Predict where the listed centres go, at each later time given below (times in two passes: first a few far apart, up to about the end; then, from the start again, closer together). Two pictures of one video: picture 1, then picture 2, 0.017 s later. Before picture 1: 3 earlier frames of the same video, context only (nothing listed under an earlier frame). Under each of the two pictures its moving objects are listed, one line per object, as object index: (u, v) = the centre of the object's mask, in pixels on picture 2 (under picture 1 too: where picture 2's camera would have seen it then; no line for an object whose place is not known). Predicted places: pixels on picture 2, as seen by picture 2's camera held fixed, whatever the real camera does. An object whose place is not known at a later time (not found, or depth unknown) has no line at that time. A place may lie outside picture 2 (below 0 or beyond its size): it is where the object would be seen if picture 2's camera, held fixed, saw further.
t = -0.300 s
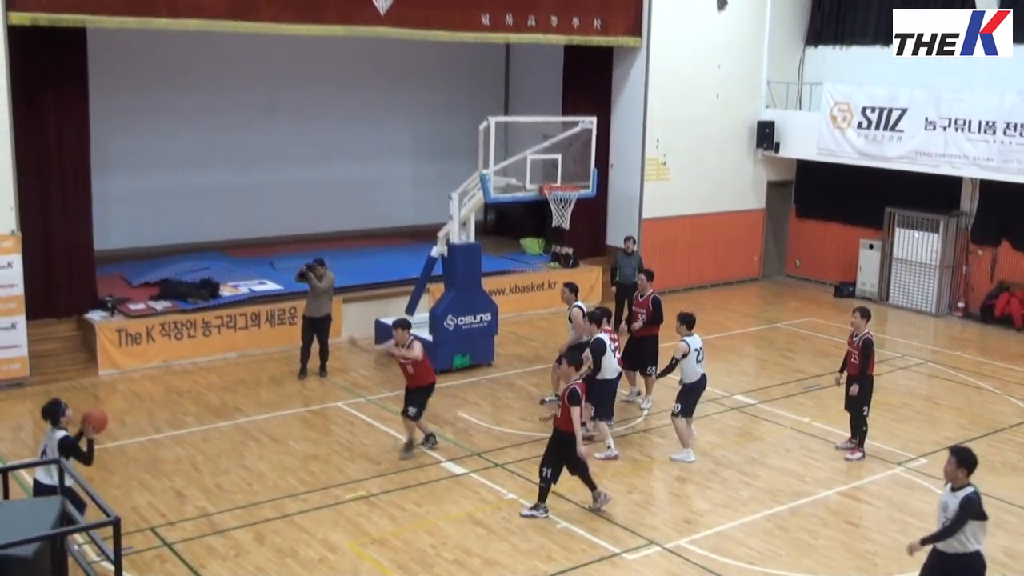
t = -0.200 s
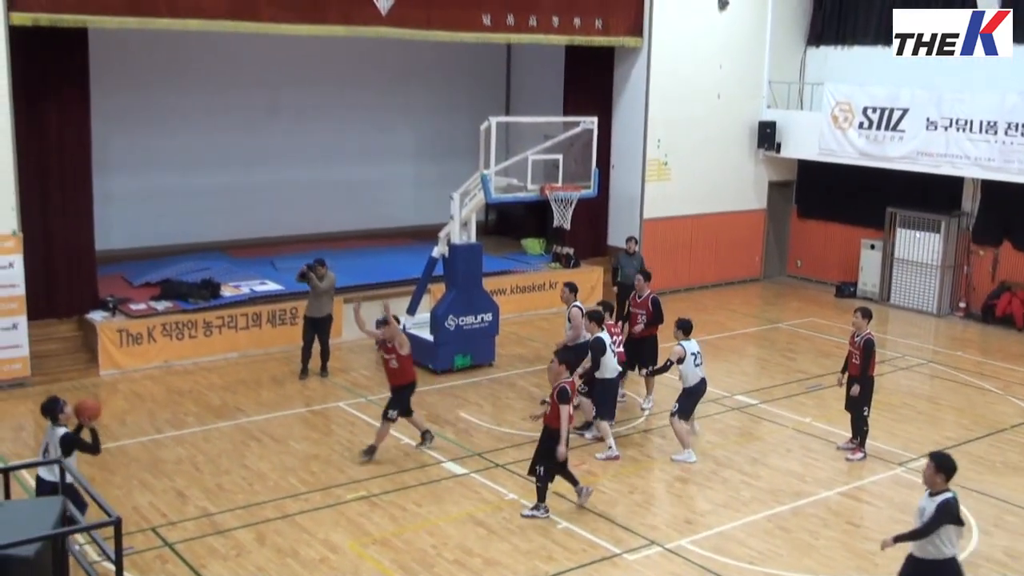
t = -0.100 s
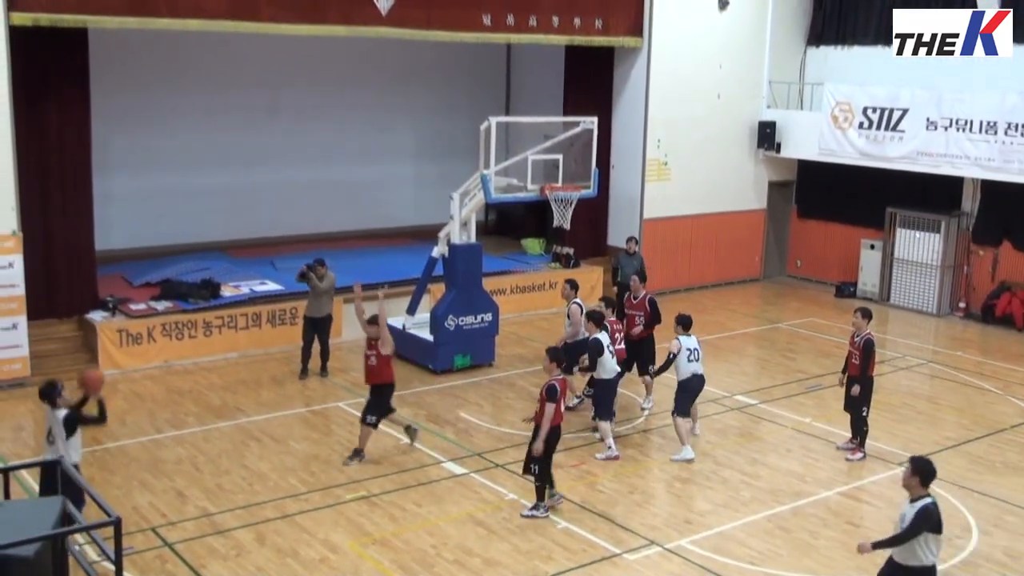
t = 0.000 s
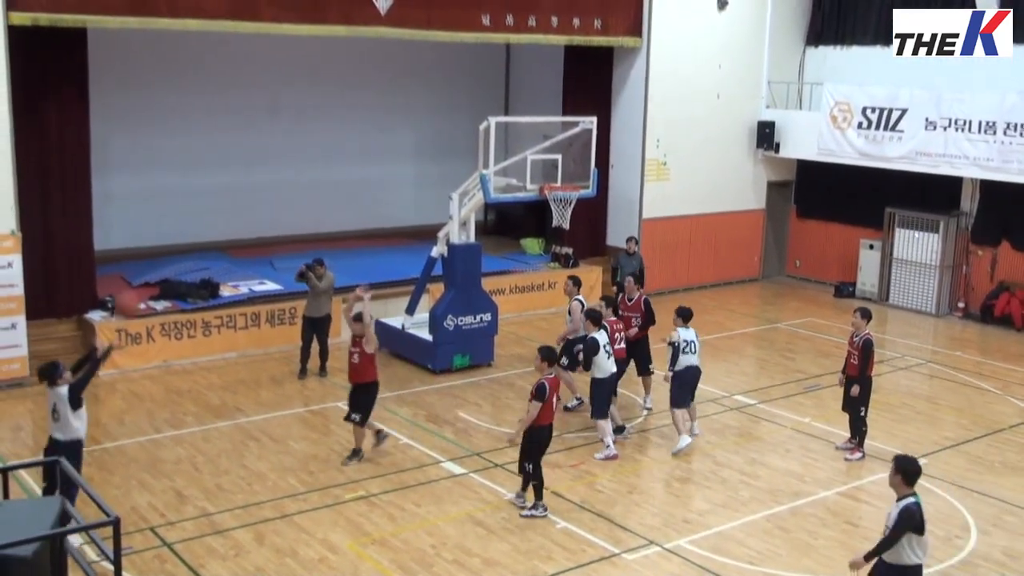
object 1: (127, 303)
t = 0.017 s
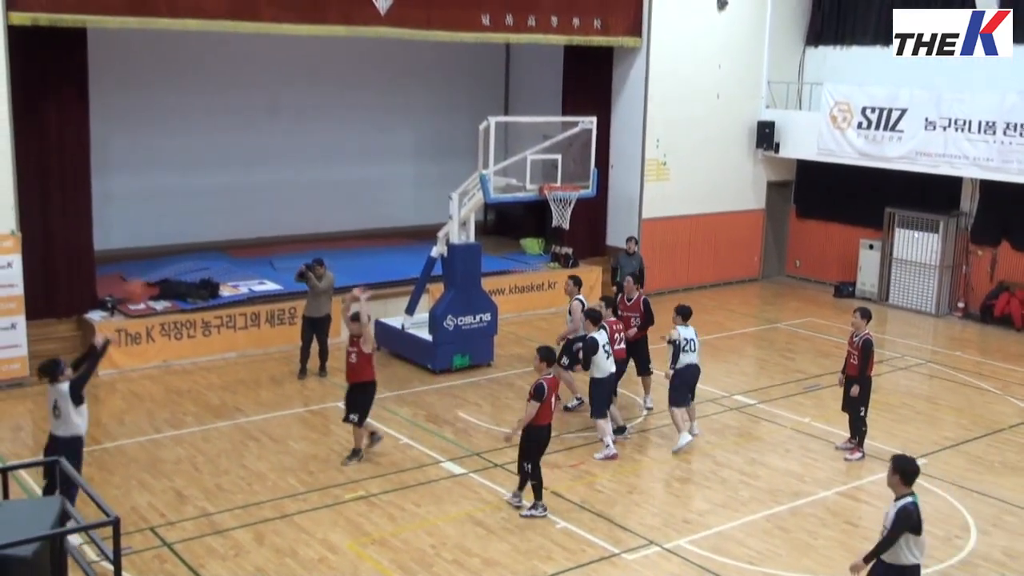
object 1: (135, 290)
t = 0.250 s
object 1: (236, 150)
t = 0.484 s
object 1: (328, 72)
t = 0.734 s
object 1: (413, 51)
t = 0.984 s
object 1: (490, 84)
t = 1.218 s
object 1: (547, 152)
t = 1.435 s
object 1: (560, 230)
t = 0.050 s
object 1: (149, 268)
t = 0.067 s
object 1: (156, 256)
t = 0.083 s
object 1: (165, 244)
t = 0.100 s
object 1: (172, 233)
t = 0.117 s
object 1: (179, 223)
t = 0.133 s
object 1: (186, 213)
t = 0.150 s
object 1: (193, 204)
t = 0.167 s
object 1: (201, 193)
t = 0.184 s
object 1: (208, 184)
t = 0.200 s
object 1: (215, 176)
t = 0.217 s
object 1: (222, 166)
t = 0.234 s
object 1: (229, 158)
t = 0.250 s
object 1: (236, 150)
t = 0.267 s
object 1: (243, 143)
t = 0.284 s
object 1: (250, 135)
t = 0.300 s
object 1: (257, 129)
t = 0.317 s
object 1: (264, 122)
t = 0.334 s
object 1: (270, 116)
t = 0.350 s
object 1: (276, 110)
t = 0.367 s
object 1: (284, 103)
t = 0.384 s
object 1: (290, 98)
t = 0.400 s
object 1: (297, 93)
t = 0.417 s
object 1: (303, 88)
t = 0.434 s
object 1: (309, 84)
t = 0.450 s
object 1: (315, 80)
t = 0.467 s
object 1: (322, 75)
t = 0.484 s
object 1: (328, 72)
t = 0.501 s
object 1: (334, 69)
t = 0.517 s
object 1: (340, 65)
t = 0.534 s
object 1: (346, 63)
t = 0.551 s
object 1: (352, 60)
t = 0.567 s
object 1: (358, 58)
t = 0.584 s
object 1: (364, 56)
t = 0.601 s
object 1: (370, 54)
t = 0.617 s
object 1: (375, 53)
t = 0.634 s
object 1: (380, 52)
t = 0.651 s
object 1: (386, 51)
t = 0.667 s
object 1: (392, 51)
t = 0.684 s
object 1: (397, 51)
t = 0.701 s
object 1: (403, 50)
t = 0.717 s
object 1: (408, 51)
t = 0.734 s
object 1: (413, 51)
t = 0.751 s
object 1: (419, 52)
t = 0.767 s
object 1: (424, 52)
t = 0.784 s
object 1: (430, 53)
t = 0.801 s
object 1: (435, 55)
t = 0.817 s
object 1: (440, 56)
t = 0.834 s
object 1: (445, 57)
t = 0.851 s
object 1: (450, 60)
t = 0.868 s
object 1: (455, 62)
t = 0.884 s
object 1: (460, 65)
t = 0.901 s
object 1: (464, 67)
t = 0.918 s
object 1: (470, 69)
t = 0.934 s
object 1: (474, 73)
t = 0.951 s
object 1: (479, 76)
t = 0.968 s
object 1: (484, 80)
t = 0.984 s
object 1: (490, 84)
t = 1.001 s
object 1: (493, 86)
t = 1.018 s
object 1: (497, 90)
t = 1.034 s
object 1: (502, 95)
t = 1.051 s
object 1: (506, 99)
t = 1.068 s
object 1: (511, 102)
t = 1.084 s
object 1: (515, 108)
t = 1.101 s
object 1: (519, 112)
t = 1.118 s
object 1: (523, 118)
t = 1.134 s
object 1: (527, 123)
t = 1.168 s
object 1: (536, 134)
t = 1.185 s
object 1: (540, 140)
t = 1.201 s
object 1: (543, 146)
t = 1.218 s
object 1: (547, 152)
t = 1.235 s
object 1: (552, 158)
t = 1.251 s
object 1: (555, 165)
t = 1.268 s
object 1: (559, 170)
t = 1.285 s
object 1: (564, 177)
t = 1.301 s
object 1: (567, 182)
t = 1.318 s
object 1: (569, 187)
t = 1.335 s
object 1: (567, 196)
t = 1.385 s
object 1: (566, 222)
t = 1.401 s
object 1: (562, 224)
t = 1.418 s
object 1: (562, 226)
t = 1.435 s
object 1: (560, 230)
